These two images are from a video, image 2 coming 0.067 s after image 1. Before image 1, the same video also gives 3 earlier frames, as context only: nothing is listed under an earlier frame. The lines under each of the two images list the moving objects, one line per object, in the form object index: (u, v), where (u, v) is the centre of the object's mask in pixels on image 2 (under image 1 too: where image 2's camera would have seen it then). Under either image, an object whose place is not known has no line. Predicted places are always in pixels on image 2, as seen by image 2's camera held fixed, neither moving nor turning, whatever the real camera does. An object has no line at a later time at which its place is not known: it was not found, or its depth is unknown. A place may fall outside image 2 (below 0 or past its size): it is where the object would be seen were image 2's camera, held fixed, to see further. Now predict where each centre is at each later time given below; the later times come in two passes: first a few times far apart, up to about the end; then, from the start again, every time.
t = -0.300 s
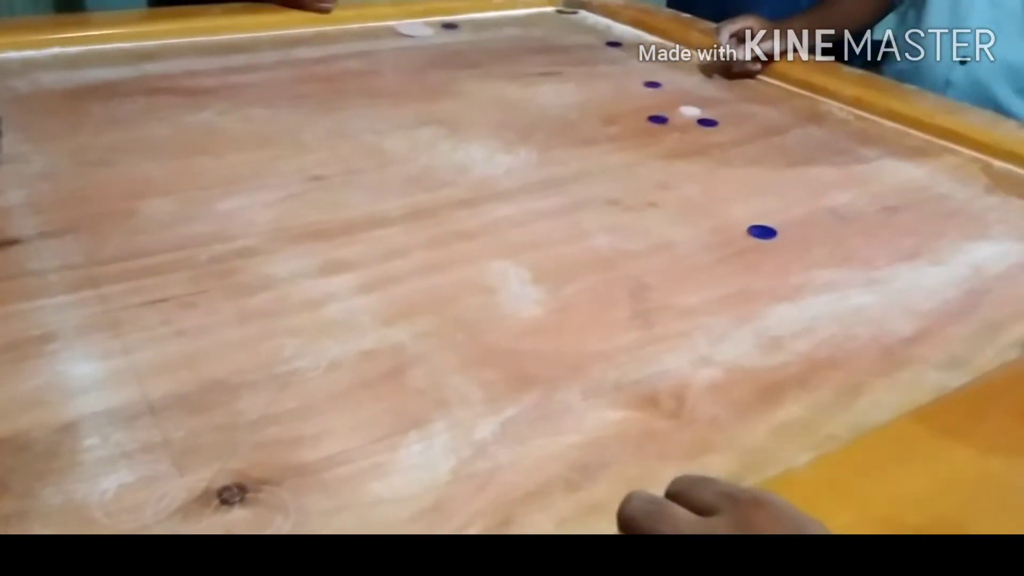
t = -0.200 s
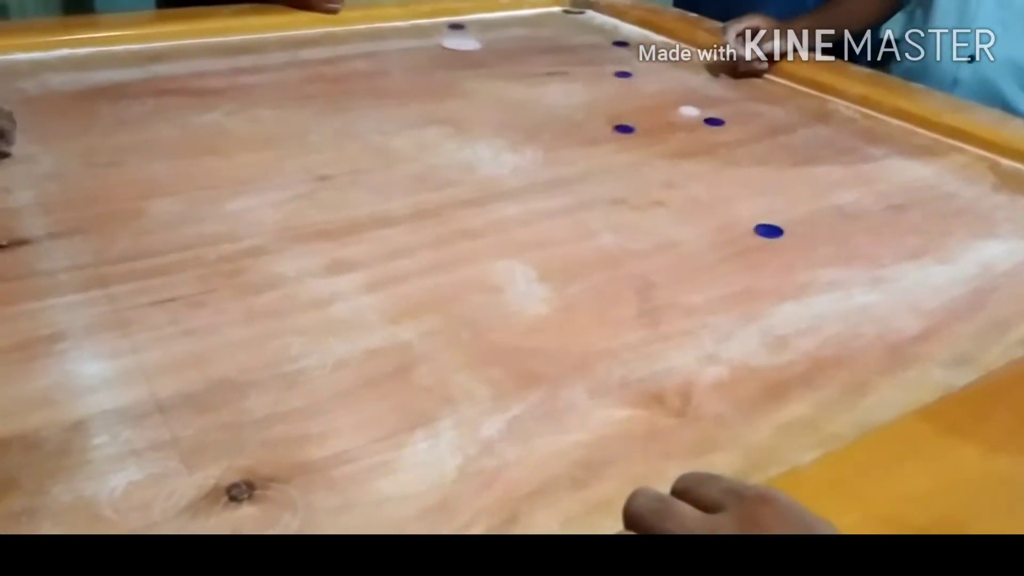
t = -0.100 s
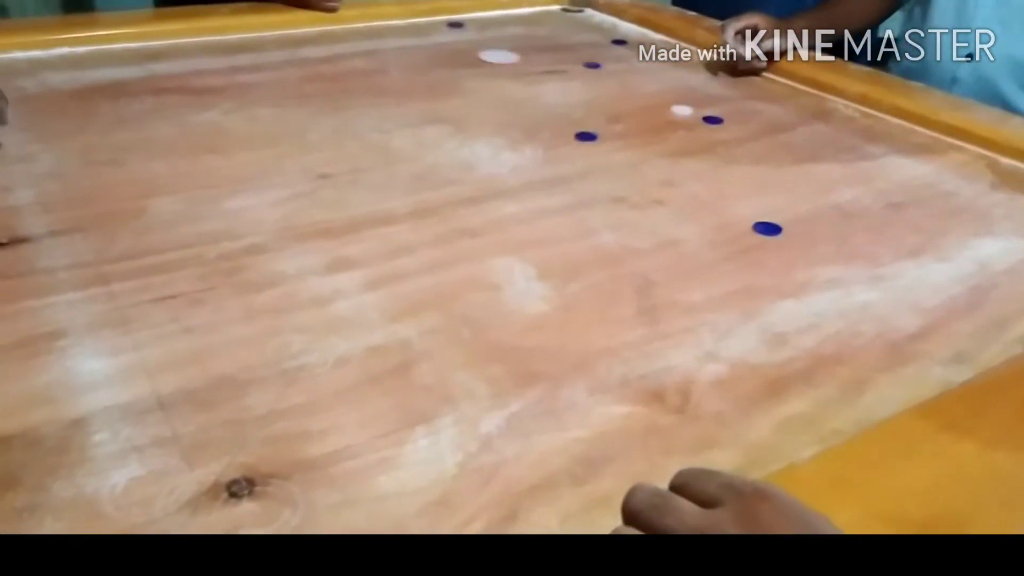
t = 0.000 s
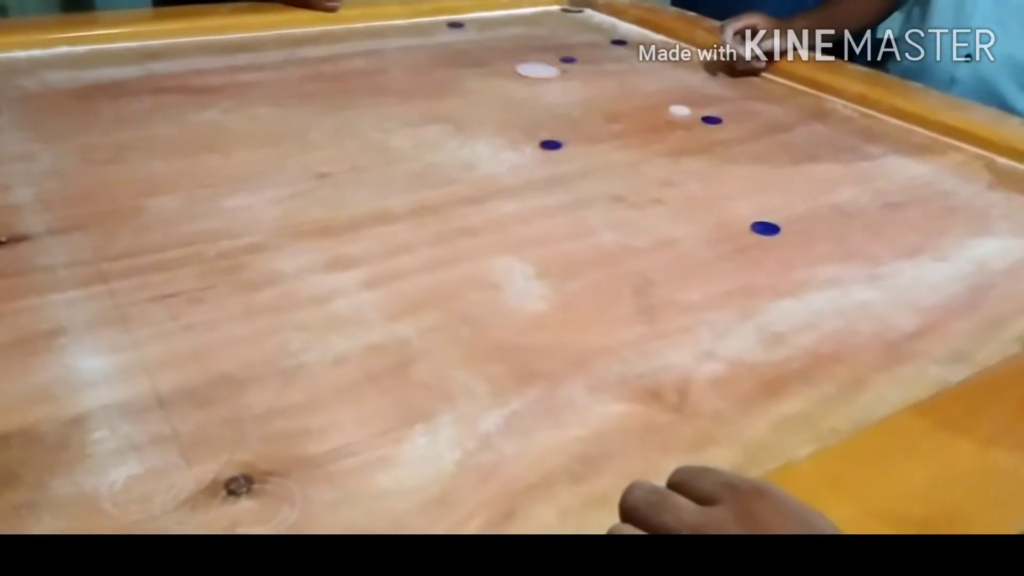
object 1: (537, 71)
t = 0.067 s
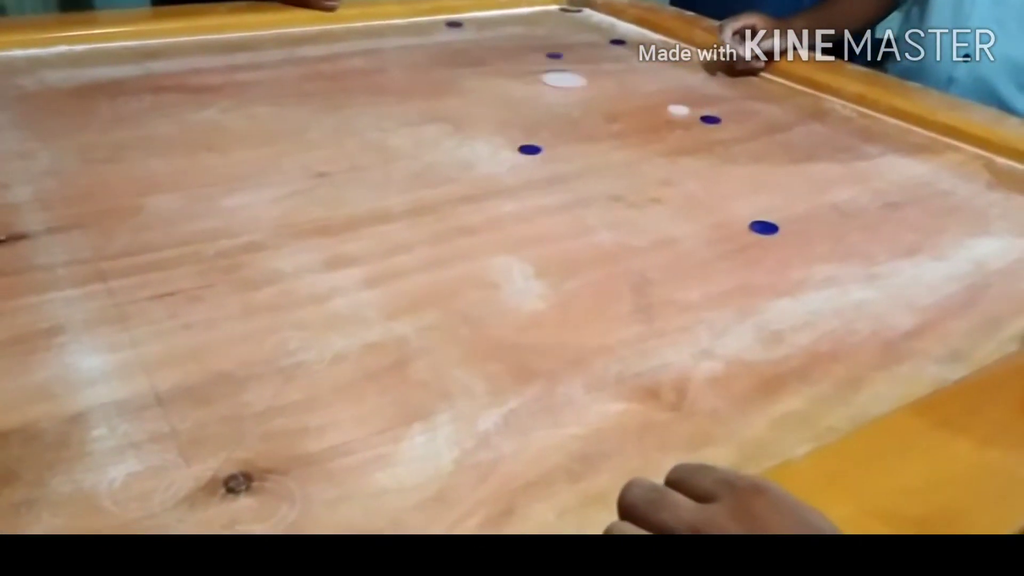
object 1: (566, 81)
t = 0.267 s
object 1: (646, 110)
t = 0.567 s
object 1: (749, 149)
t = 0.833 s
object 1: (812, 174)
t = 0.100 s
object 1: (578, 86)
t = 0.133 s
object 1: (591, 91)
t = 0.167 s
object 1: (606, 95)
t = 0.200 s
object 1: (619, 101)
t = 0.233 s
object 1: (632, 106)
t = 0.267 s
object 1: (646, 110)
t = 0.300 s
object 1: (659, 115)
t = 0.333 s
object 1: (671, 119)
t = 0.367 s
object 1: (682, 124)
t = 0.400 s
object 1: (693, 128)
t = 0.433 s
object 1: (704, 132)
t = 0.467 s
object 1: (716, 136)
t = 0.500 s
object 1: (727, 141)
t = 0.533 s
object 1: (738, 145)
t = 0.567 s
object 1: (749, 149)
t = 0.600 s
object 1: (758, 153)
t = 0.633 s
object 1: (766, 157)
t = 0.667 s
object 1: (776, 160)
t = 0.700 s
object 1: (784, 164)
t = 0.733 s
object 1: (792, 166)
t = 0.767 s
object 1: (799, 169)
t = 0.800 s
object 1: (804, 172)
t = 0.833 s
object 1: (812, 174)
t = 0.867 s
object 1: (818, 177)
